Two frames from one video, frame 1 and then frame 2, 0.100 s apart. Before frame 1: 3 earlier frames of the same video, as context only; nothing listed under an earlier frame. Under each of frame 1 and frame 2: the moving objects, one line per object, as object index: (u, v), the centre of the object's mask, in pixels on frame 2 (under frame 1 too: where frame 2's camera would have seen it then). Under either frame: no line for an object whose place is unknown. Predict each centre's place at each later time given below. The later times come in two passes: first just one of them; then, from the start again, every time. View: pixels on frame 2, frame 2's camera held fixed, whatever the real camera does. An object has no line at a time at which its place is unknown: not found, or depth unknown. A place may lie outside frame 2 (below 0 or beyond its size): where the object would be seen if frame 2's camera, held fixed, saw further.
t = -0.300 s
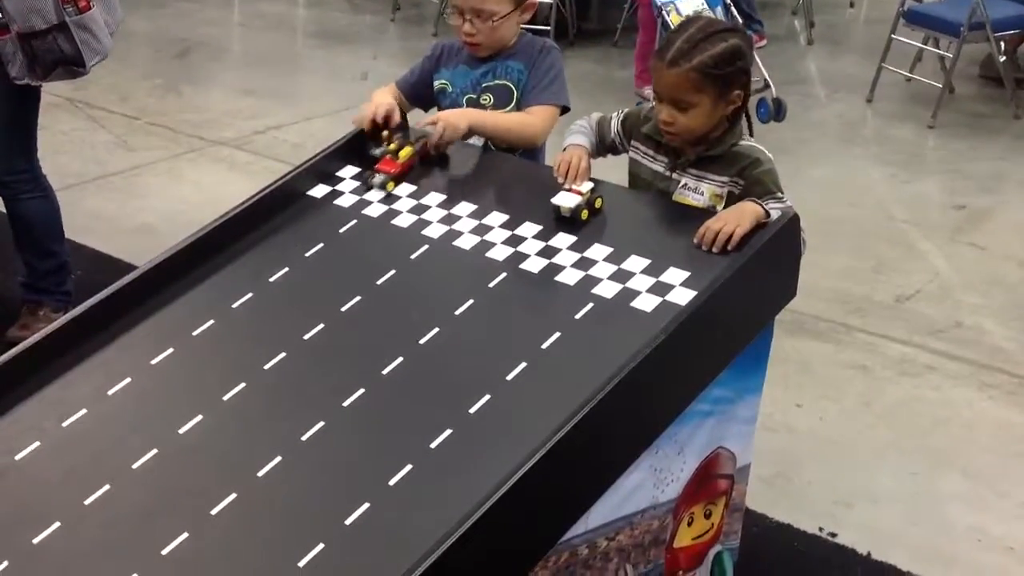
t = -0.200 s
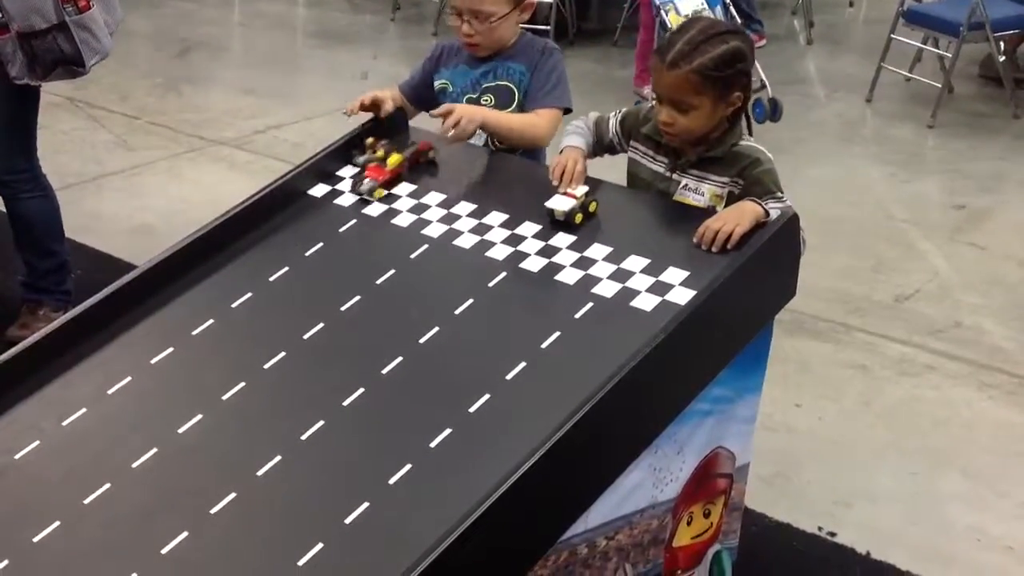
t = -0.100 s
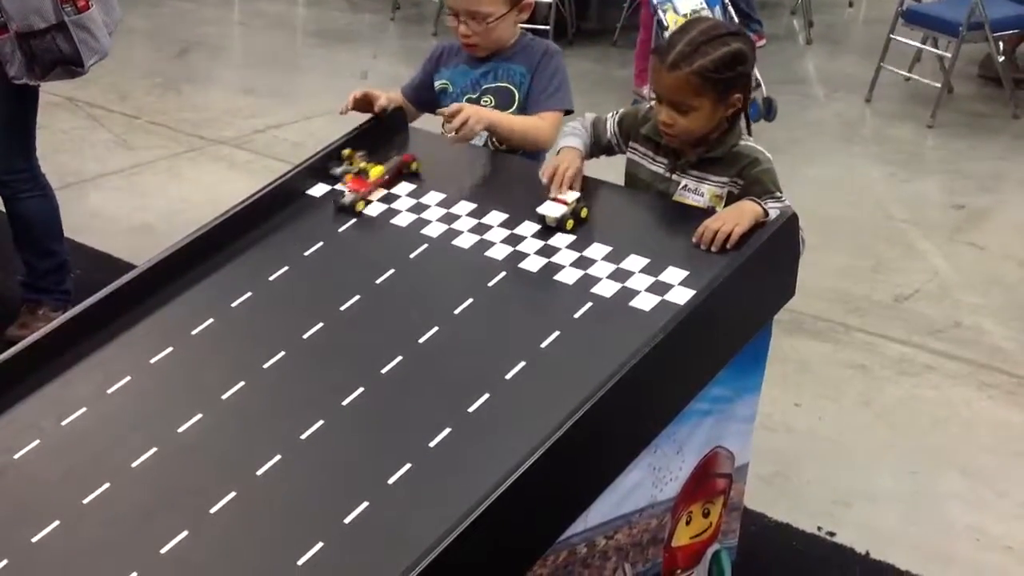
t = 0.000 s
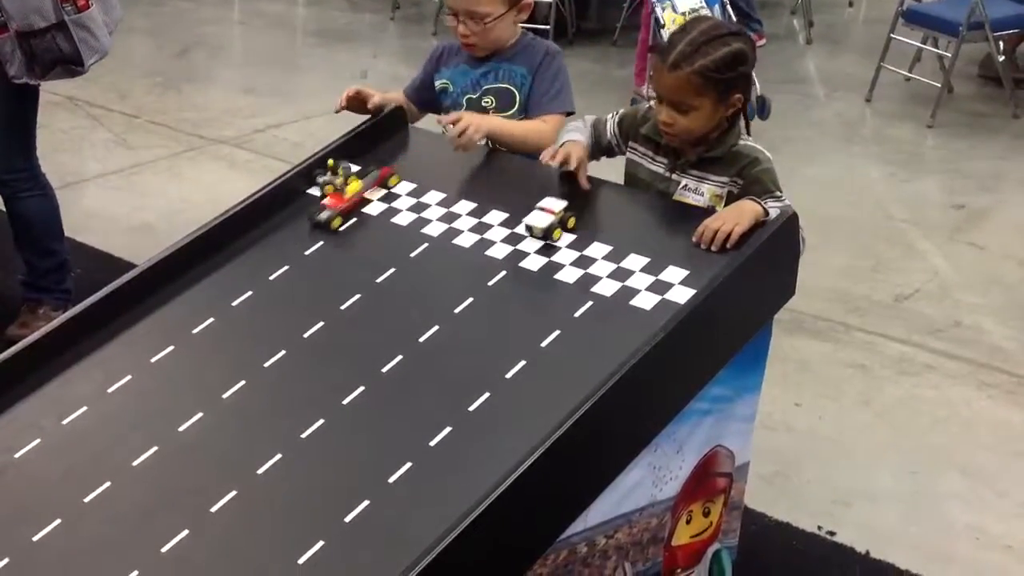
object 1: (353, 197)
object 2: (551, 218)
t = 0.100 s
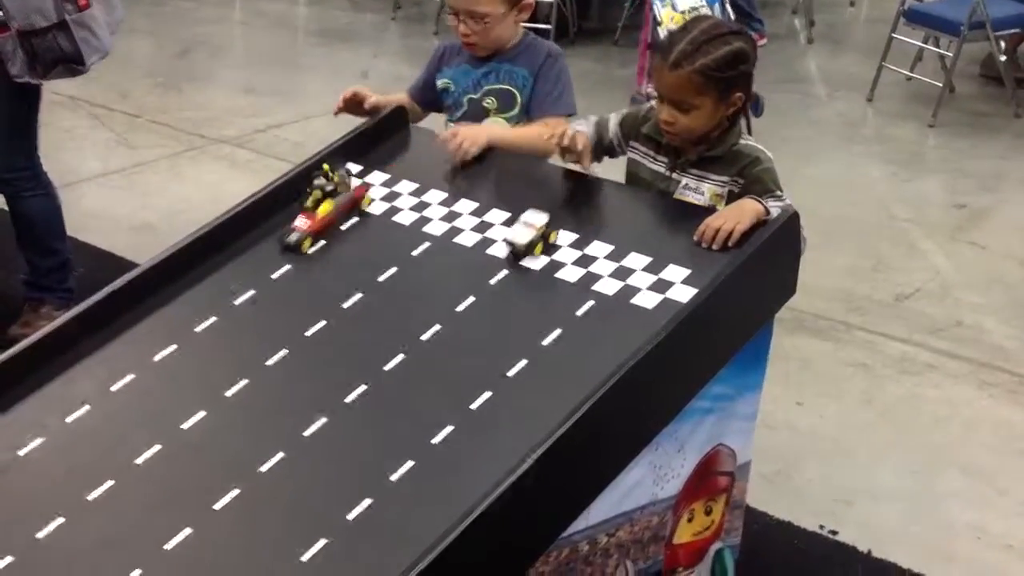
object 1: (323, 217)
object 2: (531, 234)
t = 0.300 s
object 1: (245, 273)
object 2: (471, 284)
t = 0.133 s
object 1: (311, 227)
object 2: (523, 240)
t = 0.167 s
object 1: (300, 235)
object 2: (513, 250)
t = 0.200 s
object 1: (288, 243)
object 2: (504, 256)
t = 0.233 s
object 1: (274, 253)
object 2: (493, 266)
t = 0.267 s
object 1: (259, 263)
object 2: (482, 275)
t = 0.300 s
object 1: (245, 273)
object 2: (471, 284)
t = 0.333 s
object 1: (230, 284)
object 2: (457, 296)
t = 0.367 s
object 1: (213, 297)
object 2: (445, 305)
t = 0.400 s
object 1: (196, 308)
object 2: (431, 318)
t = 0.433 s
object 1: (177, 322)
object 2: (416, 331)
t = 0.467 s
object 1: (158, 335)
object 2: (400, 345)
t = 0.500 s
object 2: (383, 361)
